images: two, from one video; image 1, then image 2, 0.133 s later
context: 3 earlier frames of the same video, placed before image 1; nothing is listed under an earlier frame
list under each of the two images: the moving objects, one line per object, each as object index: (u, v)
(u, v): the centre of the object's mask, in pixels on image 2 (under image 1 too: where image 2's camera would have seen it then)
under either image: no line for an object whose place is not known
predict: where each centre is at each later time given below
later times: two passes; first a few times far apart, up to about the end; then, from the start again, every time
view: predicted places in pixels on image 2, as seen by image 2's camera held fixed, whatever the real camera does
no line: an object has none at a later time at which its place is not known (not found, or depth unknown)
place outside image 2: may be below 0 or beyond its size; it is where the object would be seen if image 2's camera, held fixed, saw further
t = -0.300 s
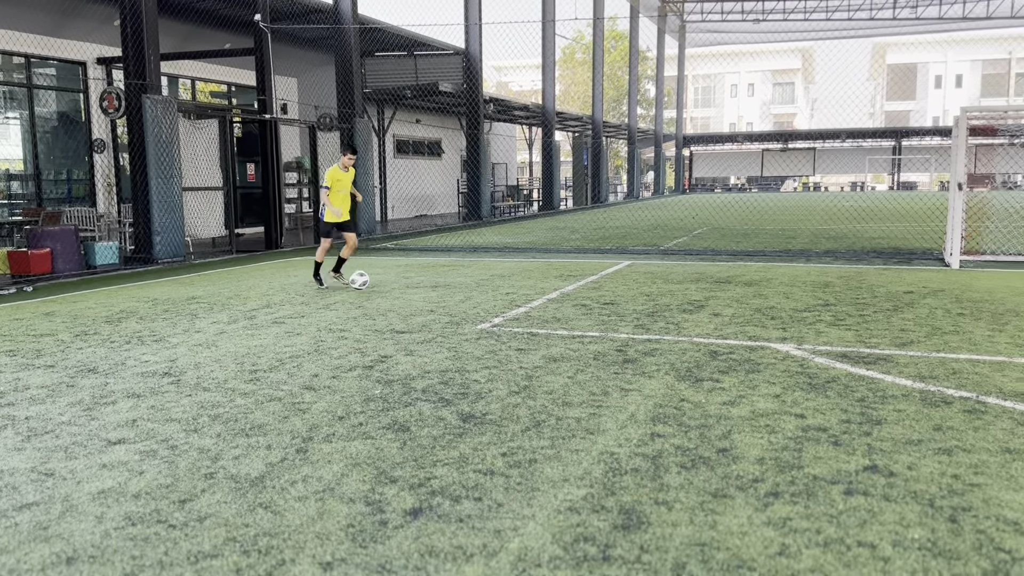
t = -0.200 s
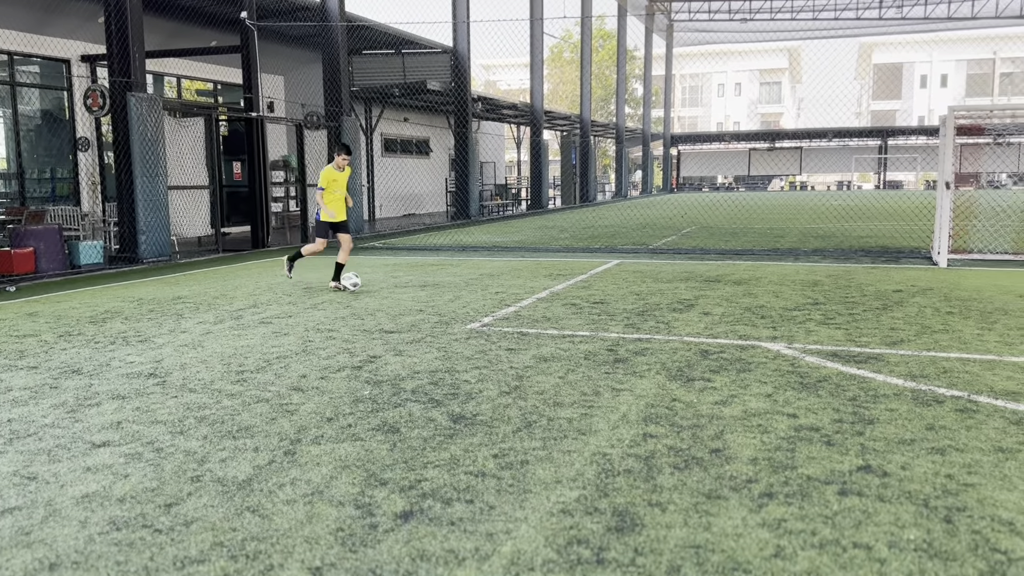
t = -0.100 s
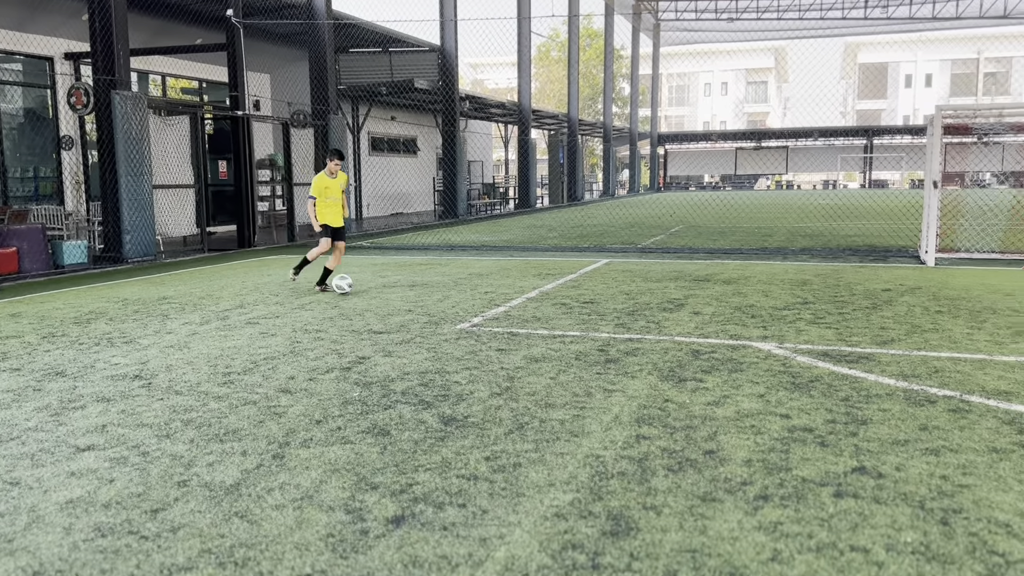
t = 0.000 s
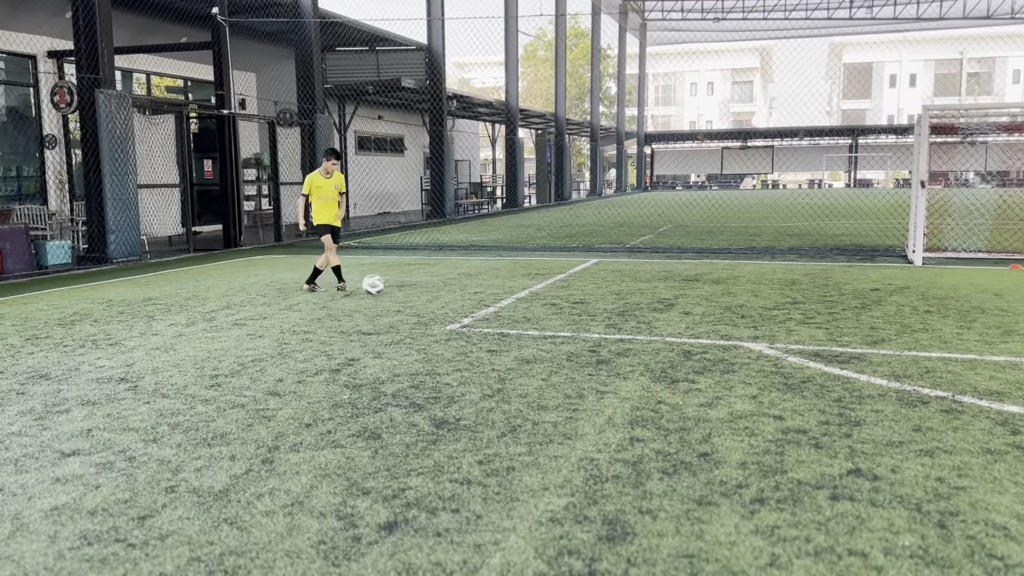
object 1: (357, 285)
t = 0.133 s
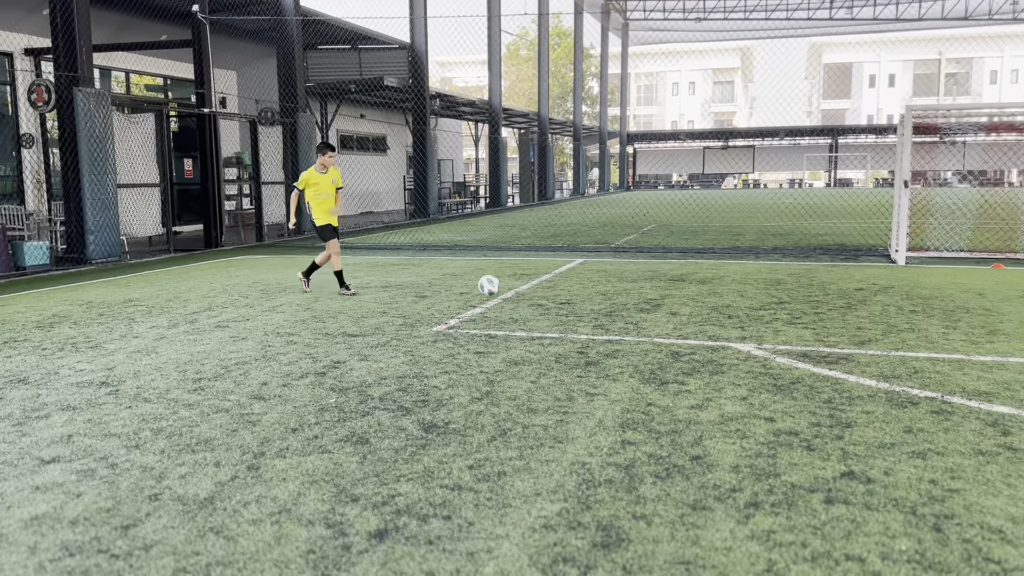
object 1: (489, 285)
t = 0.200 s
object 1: (552, 287)
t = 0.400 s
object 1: (725, 287)
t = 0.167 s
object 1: (520, 286)
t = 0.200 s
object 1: (552, 287)
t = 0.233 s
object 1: (581, 287)
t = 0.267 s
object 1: (610, 286)
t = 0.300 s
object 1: (639, 286)
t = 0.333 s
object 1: (670, 288)
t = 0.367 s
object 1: (697, 288)
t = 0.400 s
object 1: (725, 287)
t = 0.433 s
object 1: (751, 287)
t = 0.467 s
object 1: (779, 288)
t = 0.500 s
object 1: (806, 290)
